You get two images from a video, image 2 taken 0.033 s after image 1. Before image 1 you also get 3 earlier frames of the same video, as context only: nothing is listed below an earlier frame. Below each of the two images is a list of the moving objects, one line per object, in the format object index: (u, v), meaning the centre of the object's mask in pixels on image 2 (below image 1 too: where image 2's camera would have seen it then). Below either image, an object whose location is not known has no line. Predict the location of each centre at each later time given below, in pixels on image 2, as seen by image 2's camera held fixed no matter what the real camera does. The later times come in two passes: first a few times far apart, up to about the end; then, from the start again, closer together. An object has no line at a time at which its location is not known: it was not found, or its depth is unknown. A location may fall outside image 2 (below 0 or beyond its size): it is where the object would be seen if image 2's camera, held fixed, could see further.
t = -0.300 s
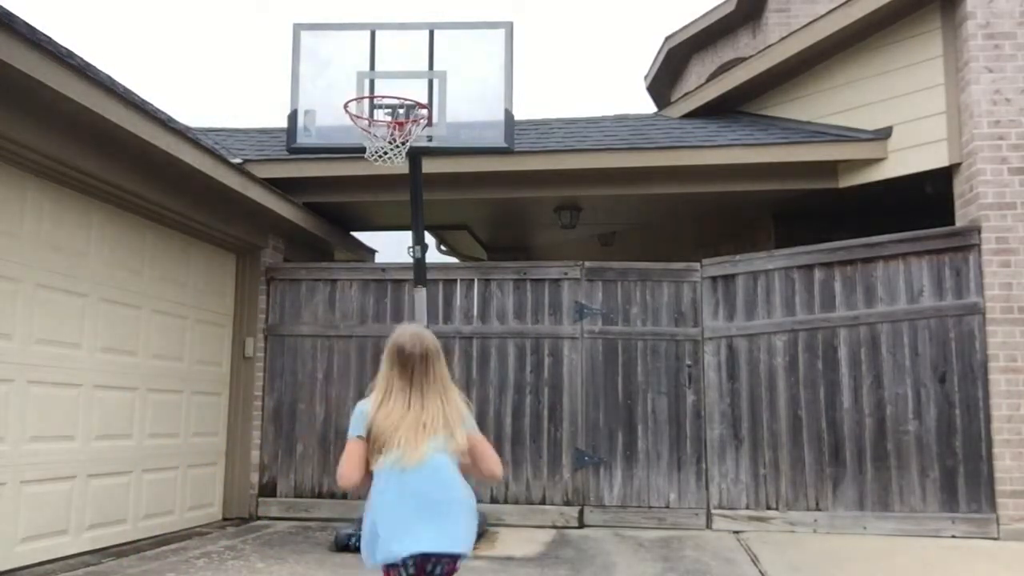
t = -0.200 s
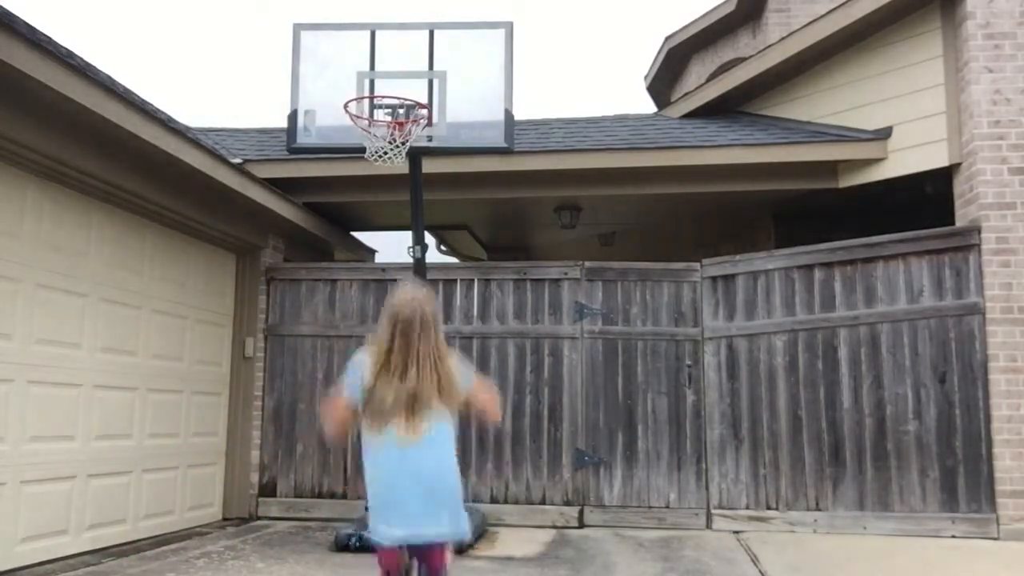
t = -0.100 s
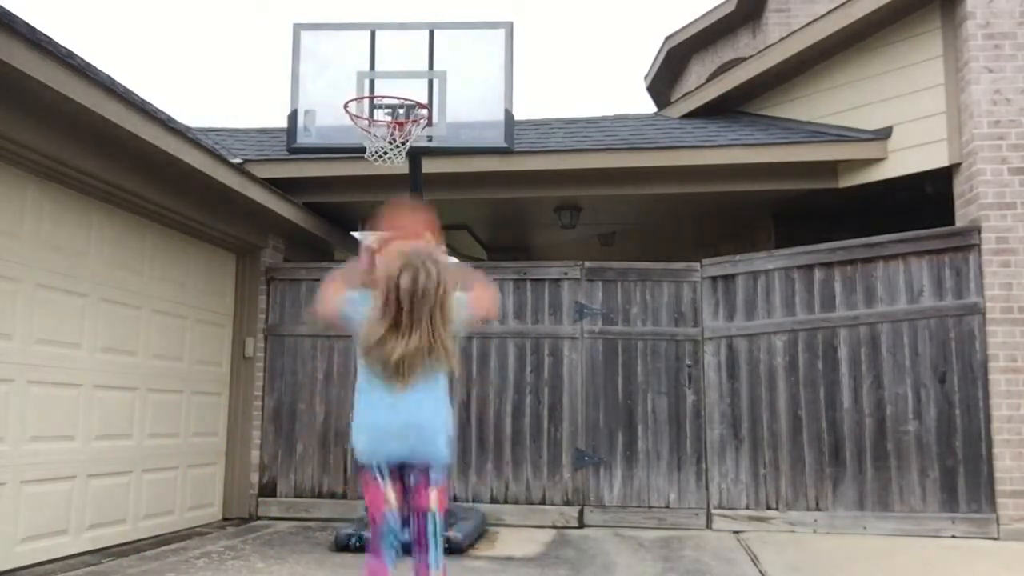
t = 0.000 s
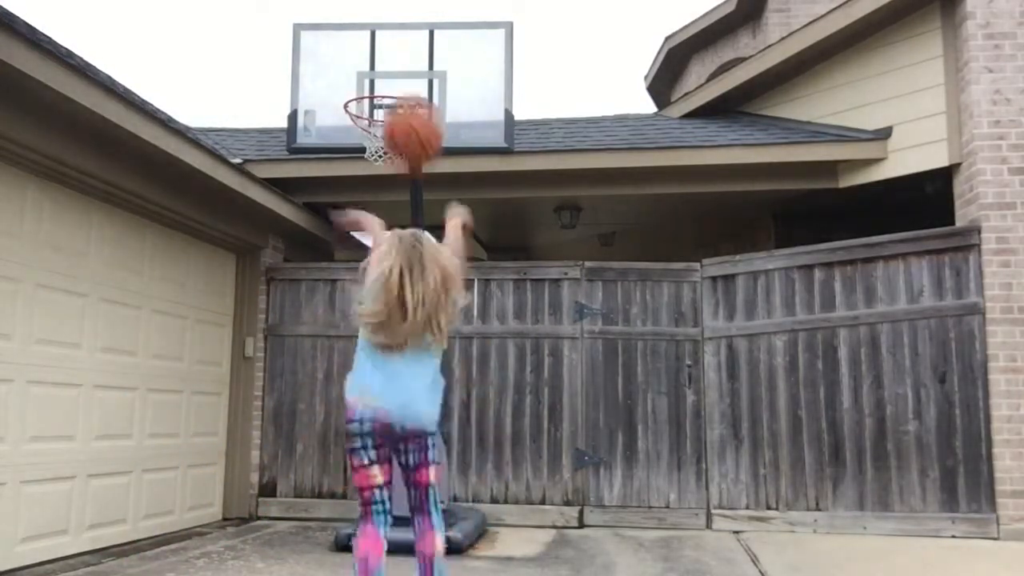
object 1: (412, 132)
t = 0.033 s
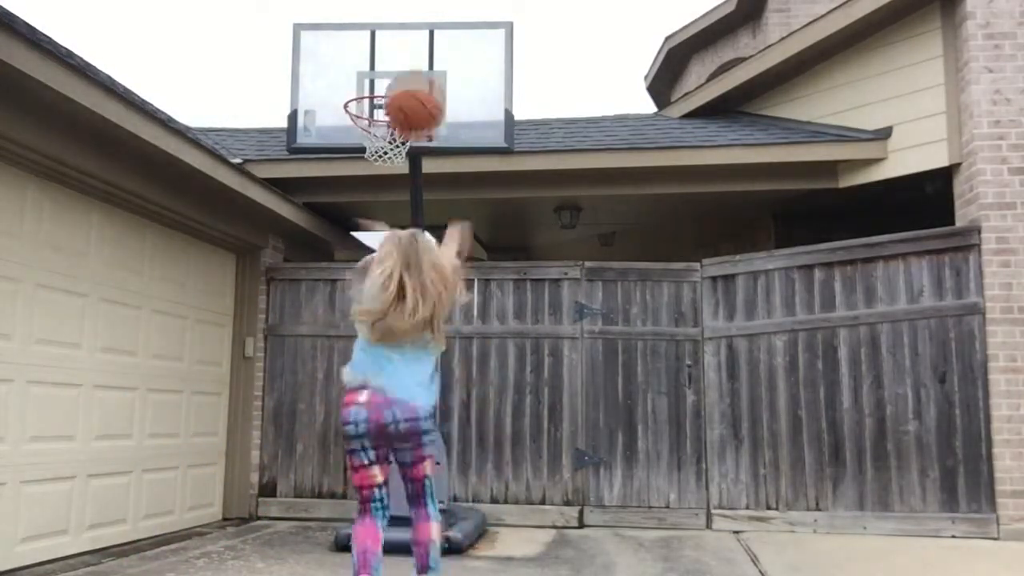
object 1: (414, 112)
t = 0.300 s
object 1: (427, 19)
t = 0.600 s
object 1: (436, 84)
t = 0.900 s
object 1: (464, 136)
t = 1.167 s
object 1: (484, 268)
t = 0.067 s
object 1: (416, 80)
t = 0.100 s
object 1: (418, 62)
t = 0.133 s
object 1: (421, 48)
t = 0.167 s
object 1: (422, 36)
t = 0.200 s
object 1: (423, 27)
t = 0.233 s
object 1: (425, 23)
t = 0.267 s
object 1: (426, 20)
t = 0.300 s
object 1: (427, 19)
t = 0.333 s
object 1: (429, 19)
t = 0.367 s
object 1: (430, 21)
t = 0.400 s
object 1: (431, 24)
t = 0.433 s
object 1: (432, 30)
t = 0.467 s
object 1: (433, 38)
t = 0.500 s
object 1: (434, 47)
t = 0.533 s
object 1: (435, 58)
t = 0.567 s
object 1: (435, 70)
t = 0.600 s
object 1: (436, 84)
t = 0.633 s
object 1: (437, 96)
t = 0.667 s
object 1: (441, 104)
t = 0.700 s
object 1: (447, 109)
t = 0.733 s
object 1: (450, 112)
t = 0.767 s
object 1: (453, 113)
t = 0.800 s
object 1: (456, 116)
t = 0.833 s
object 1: (458, 121)
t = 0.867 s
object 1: (461, 127)
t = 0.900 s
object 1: (464, 136)
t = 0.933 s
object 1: (466, 145)
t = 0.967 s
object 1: (469, 159)
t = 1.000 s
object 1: (471, 170)
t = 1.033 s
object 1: (475, 187)
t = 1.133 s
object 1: (483, 244)
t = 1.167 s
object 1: (484, 268)
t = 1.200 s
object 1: (489, 297)
